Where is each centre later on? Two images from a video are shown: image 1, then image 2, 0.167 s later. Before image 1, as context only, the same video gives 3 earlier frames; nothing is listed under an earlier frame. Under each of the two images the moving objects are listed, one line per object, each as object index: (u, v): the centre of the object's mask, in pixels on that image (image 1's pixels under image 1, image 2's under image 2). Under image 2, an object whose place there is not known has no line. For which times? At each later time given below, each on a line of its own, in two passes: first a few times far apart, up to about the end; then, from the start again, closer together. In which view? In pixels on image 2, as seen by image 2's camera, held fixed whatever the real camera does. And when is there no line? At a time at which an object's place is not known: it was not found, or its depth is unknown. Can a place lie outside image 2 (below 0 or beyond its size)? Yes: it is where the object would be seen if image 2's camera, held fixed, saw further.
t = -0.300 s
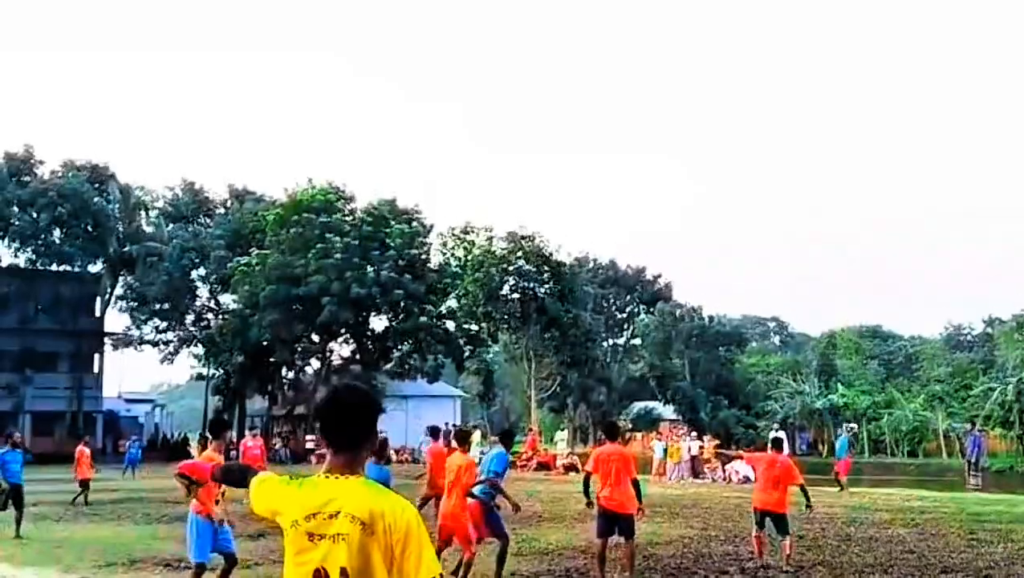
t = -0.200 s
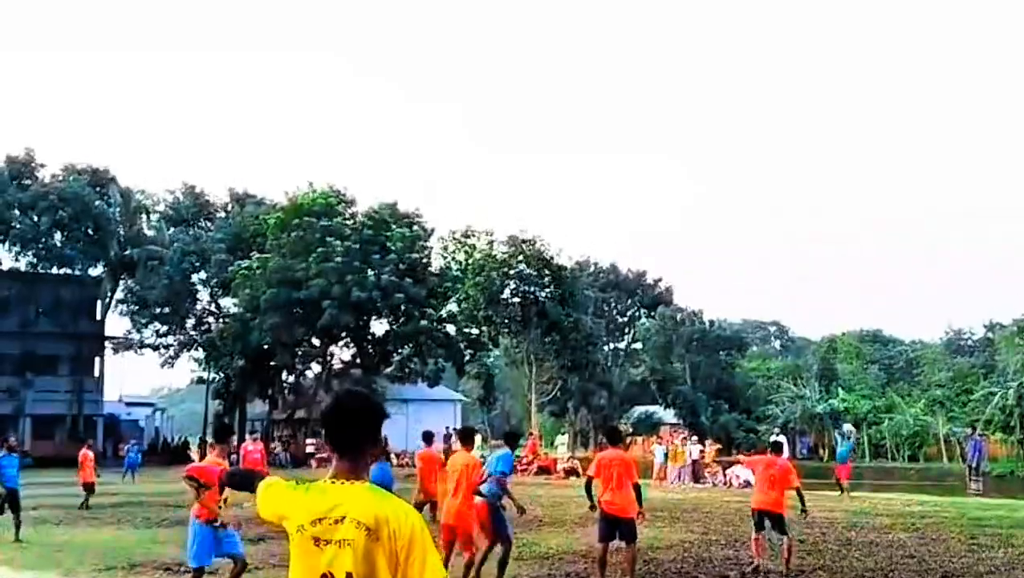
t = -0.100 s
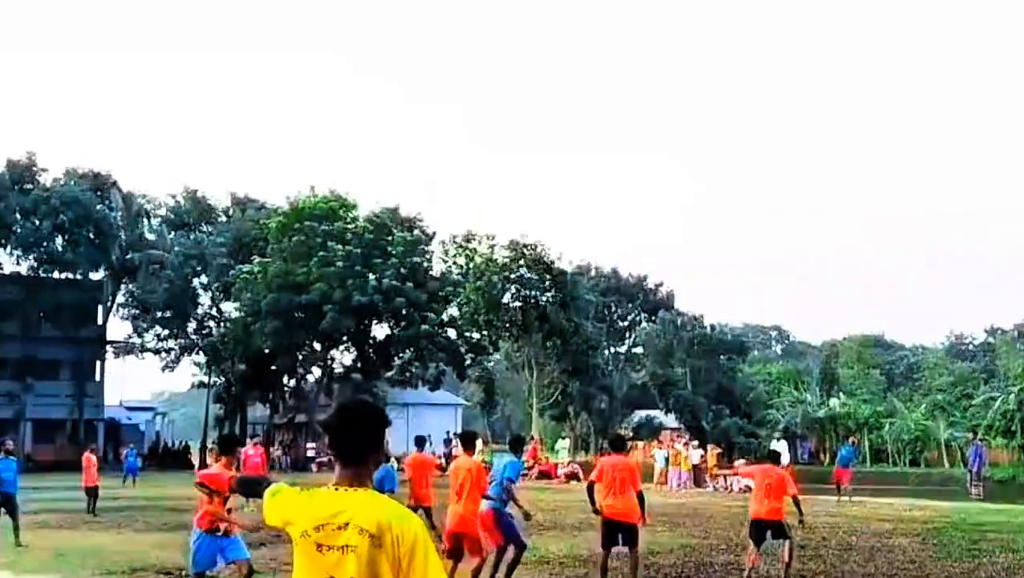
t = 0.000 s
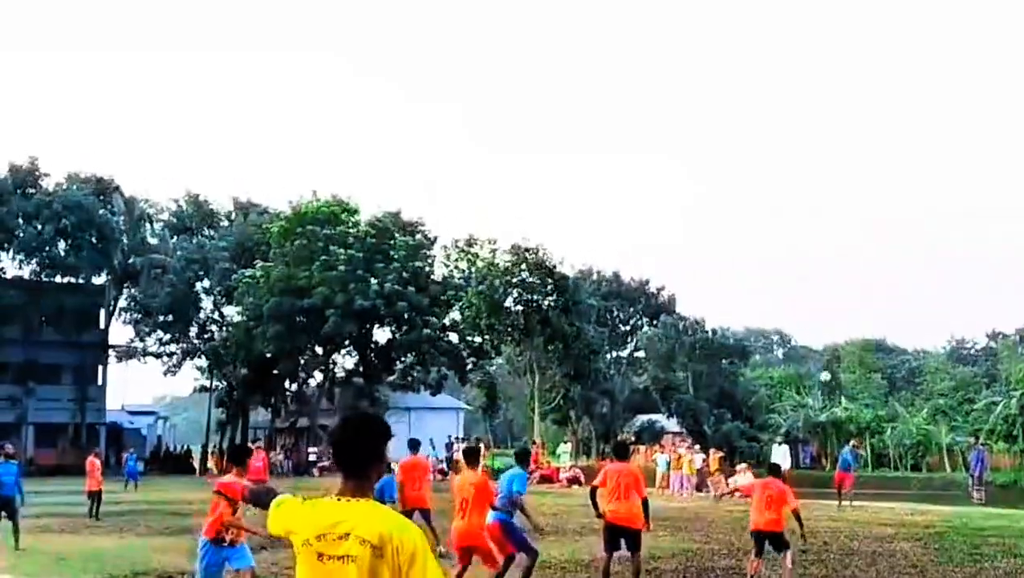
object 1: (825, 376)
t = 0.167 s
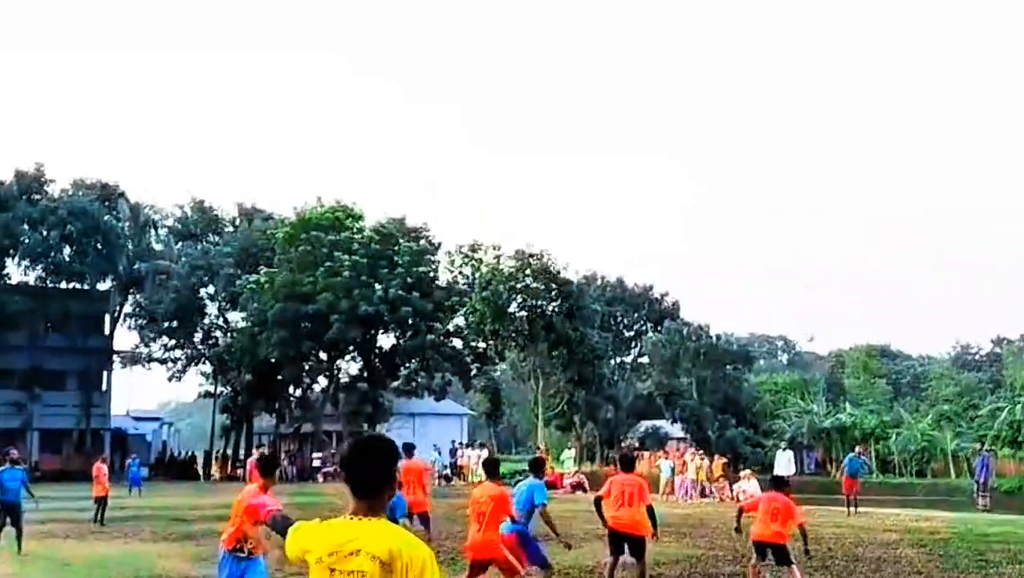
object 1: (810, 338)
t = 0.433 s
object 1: (771, 278)
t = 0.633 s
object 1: (736, 248)
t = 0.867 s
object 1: (685, 233)
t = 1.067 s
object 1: (633, 243)
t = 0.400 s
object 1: (776, 285)
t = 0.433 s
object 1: (771, 278)
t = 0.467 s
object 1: (766, 273)
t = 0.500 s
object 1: (760, 267)
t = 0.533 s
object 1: (754, 261)
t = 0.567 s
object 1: (748, 256)
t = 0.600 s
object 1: (742, 252)
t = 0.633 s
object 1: (736, 248)
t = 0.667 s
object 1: (729, 244)
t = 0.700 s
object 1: (722, 241)
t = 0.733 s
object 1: (715, 238)
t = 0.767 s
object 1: (708, 236)
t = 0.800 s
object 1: (701, 234)
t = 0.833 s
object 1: (693, 233)
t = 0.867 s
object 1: (685, 233)
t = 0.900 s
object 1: (677, 233)
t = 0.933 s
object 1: (669, 233)
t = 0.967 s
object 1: (660, 234)
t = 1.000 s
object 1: (650, 236)
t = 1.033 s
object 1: (641, 239)
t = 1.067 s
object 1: (633, 243)
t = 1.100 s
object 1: (622, 248)
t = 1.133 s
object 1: (612, 254)
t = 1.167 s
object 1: (601, 260)
